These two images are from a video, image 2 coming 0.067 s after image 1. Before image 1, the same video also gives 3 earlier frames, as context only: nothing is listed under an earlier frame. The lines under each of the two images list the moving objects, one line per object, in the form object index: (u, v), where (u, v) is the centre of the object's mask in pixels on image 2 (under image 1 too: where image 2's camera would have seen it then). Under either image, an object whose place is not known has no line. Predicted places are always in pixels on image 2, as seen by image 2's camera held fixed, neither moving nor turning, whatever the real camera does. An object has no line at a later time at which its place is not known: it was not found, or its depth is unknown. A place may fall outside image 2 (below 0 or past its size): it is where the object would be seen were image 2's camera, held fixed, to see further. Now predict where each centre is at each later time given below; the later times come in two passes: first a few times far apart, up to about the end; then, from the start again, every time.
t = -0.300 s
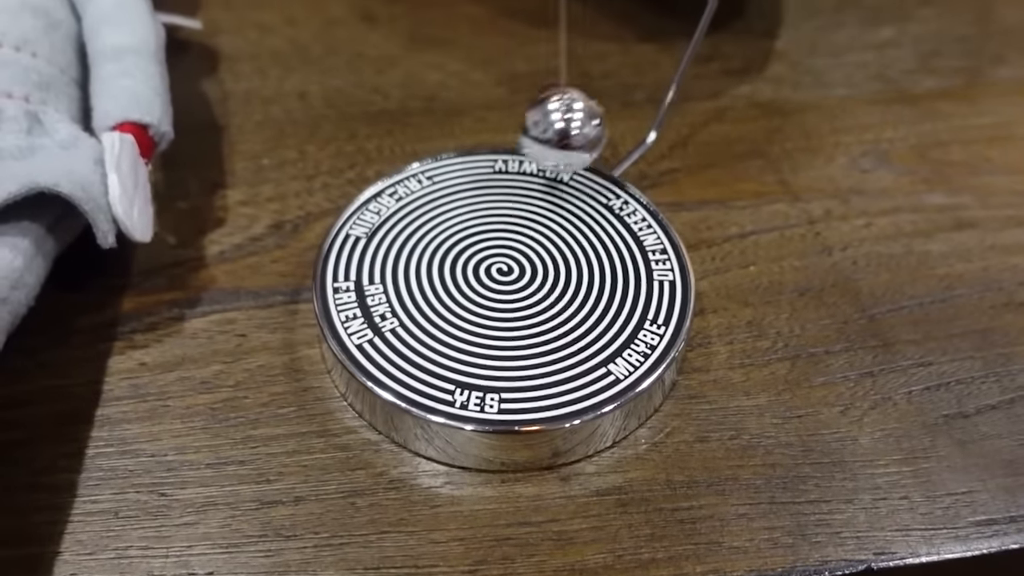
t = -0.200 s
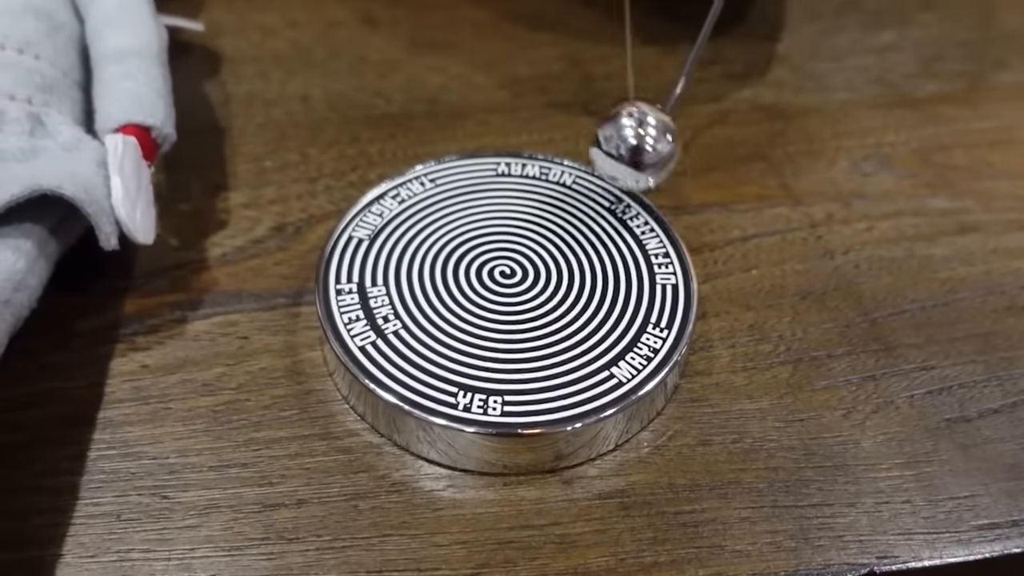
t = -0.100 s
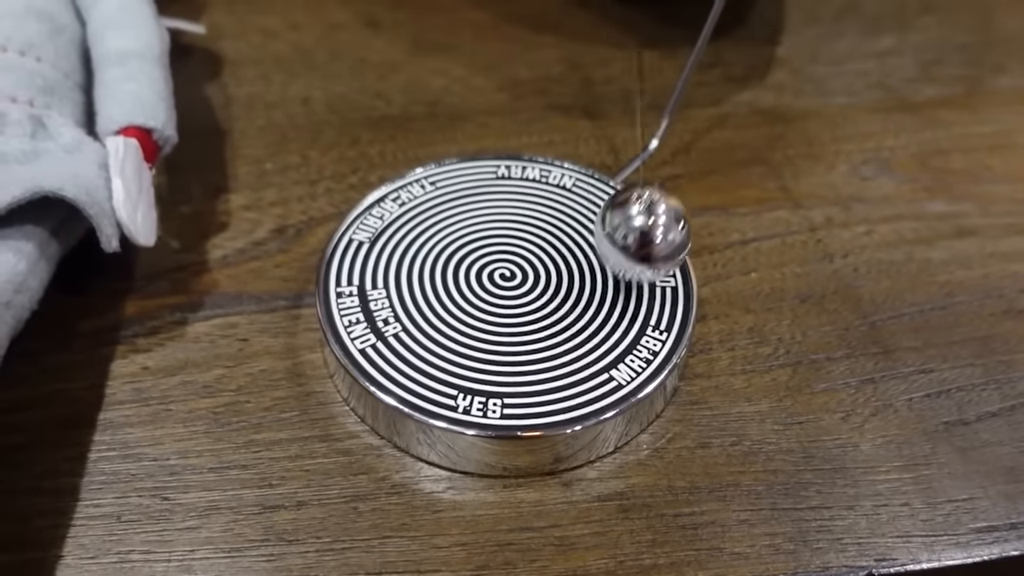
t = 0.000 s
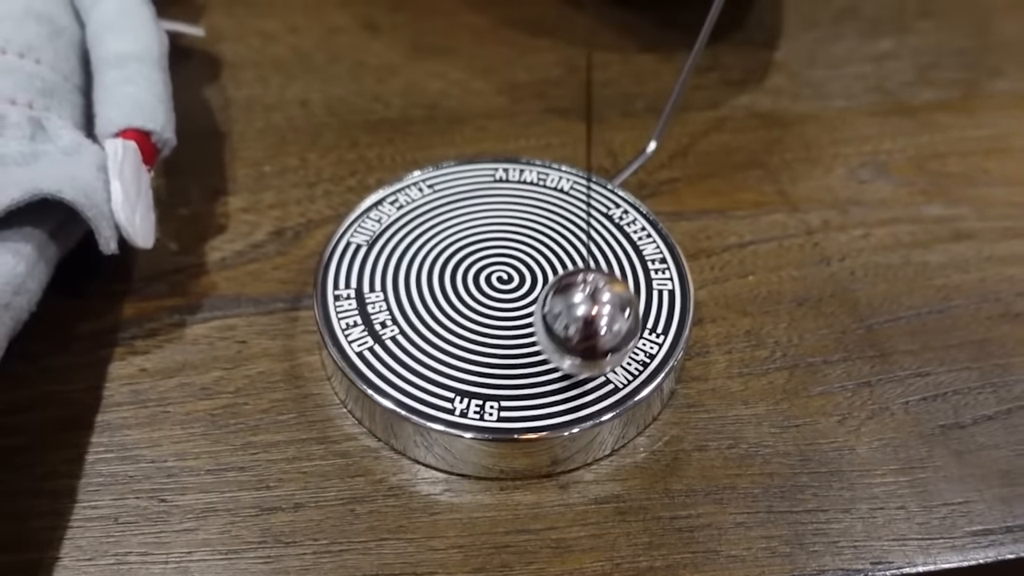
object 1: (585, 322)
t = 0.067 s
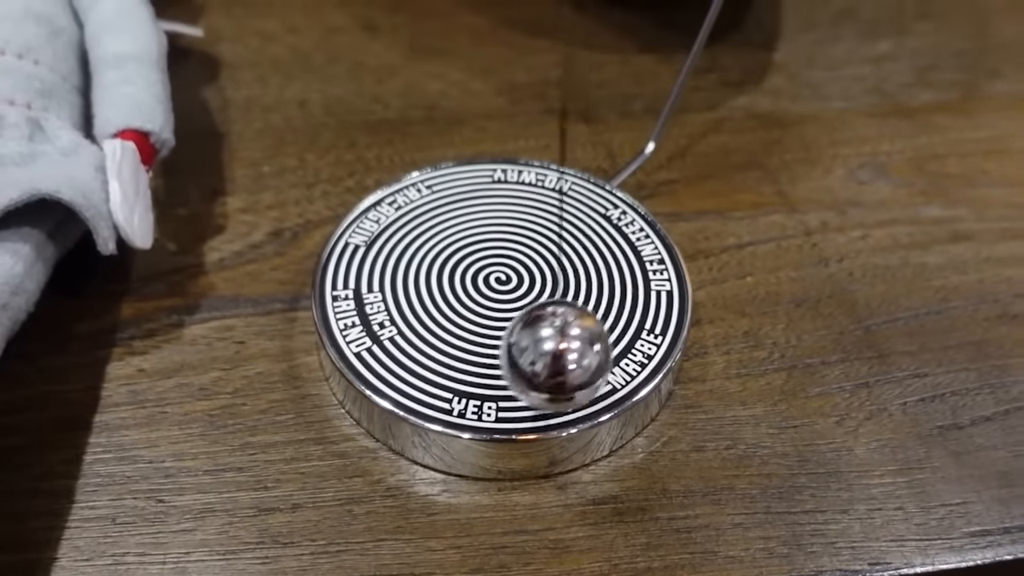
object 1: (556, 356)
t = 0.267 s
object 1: (429, 263)
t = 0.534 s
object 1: (666, 238)
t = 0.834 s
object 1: (535, 161)
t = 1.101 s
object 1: (665, 222)
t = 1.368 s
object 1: (534, 184)
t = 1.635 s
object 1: (610, 313)
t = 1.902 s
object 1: (533, 264)
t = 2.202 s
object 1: (546, 281)
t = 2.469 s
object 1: (592, 290)
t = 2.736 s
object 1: (503, 227)
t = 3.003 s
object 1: (594, 266)
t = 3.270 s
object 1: (596, 267)
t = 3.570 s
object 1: (527, 238)
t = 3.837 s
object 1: (543, 258)
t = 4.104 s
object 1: (588, 268)
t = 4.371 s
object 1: (598, 275)
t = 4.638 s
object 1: (641, 307)
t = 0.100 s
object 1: (530, 359)
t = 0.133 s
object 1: (495, 351)
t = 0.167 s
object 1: (459, 331)
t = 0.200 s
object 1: (436, 305)
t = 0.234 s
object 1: (428, 283)
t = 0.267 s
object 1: (429, 263)
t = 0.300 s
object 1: (440, 249)
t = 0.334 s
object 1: (462, 242)
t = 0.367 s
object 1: (495, 243)
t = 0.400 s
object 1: (534, 245)
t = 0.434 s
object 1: (572, 245)
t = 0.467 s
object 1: (609, 243)
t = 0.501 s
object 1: (641, 242)
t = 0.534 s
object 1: (666, 238)
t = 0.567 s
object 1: (682, 234)
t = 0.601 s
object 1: (685, 229)
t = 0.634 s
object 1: (676, 223)
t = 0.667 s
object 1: (655, 215)
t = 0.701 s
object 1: (622, 201)
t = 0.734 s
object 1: (591, 182)
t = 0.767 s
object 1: (569, 169)
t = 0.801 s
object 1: (550, 163)
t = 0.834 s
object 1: (535, 161)
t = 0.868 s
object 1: (528, 163)
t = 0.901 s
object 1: (530, 167)
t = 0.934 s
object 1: (542, 176)
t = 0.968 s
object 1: (561, 188)
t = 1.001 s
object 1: (585, 203)
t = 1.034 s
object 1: (614, 217)
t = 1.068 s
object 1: (645, 224)
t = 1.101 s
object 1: (665, 222)
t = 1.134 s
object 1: (674, 218)
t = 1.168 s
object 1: (667, 211)
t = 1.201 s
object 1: (645, 201)
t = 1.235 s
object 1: (611, 187)
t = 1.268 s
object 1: (582, 178)
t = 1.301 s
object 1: (561, 175)
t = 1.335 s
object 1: (544, 178)
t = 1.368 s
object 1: (534, 184)
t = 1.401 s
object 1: (532, 196)
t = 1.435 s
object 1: (537, 211)
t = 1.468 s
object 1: (546, 230)
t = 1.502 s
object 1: (555, 248)
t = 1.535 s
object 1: (564, 267)
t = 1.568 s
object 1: (574, 284)
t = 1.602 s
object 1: (588, 302)
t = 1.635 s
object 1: (610, 313)
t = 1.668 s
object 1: (638, 313)
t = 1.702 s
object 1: (653, 301)
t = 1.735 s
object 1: (649, 286)
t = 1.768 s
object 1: (629, 272)
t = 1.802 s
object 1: (602, 267)
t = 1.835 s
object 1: (580, 266)
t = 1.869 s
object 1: (556, 265)
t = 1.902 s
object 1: (533, 264)
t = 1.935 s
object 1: (509, 261)
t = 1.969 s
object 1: (487, 257)
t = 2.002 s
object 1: (472, 253)
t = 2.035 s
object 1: (465, 252)
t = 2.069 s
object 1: (470, 257)
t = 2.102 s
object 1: (485, 264)
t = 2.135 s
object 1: (505, 272)
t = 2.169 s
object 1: (525, 277)
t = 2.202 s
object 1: (546, 281)
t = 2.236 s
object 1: (566, 284)
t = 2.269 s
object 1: (591, 286)
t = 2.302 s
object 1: (623, 289)
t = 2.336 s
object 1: (651, 292)
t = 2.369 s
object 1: (662, 296)
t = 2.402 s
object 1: (650, 299)
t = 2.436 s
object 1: (621, 296)
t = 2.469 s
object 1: (592, 290)
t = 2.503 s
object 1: (574, 283)
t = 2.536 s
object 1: (559, 276)
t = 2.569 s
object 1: (547, 268)
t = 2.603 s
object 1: (535, 260)
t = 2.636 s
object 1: (522, 250)
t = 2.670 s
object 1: (511, 240)
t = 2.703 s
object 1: (504, 231)
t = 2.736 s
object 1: (503, 227)
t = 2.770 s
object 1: (509, 228)
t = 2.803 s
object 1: (520, 232)
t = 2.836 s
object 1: (535, 239)
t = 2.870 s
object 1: (548, 244)
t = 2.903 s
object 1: (561, 250)
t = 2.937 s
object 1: (573, 254)
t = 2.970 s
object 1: (583, 259)
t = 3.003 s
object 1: (594, 266)
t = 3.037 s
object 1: (605, 275)
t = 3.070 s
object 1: (621, 290)
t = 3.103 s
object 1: (638, 305)
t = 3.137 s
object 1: (642, 311)
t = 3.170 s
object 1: (634, 307)
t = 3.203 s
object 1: (616, 293)
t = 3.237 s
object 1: (603, 277)
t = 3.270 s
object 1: (596, 267)
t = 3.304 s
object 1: (590, 261)
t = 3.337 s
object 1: (586, 256)
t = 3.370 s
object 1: (581, 254)
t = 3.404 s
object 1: (575, 251)
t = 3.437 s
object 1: (567, 249)
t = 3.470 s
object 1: (559, 247)
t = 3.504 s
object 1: (549, 245)
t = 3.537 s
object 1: (539, 242)
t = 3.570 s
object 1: (527, 238)
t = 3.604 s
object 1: (516, 235)
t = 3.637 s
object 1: (510, 234)
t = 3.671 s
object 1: (508, 236)
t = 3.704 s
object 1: (511, 239)
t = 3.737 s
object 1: (518, 244)
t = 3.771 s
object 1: (527, 250)
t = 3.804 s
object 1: (536, 255)
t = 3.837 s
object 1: (543, 258)
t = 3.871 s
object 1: (550, 261)
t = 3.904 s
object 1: (556, 263)
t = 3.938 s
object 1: (561, 264)
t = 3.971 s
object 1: (565, 264)
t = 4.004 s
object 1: (570, 264)
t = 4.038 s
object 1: (575, 265)
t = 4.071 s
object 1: (581, 266)
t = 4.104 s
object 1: (588, 268)
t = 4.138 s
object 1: (596, 273)
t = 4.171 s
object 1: (610, 282)
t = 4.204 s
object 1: (629, 295)
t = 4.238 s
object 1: (642, 306)
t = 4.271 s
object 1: (641, 307)
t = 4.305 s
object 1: (625, 300)
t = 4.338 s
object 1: (609, 287)
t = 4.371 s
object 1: (598, 275)
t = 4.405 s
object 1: (593, 268)
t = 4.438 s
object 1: (590, 266)
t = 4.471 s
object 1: (590, 266)
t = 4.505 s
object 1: (592, 269)
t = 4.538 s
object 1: (598, 277)
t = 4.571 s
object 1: (609, 289)
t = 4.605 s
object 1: (627, 302)
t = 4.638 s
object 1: (641, 307)
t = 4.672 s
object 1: (641, 304)
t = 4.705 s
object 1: (626, 293)
